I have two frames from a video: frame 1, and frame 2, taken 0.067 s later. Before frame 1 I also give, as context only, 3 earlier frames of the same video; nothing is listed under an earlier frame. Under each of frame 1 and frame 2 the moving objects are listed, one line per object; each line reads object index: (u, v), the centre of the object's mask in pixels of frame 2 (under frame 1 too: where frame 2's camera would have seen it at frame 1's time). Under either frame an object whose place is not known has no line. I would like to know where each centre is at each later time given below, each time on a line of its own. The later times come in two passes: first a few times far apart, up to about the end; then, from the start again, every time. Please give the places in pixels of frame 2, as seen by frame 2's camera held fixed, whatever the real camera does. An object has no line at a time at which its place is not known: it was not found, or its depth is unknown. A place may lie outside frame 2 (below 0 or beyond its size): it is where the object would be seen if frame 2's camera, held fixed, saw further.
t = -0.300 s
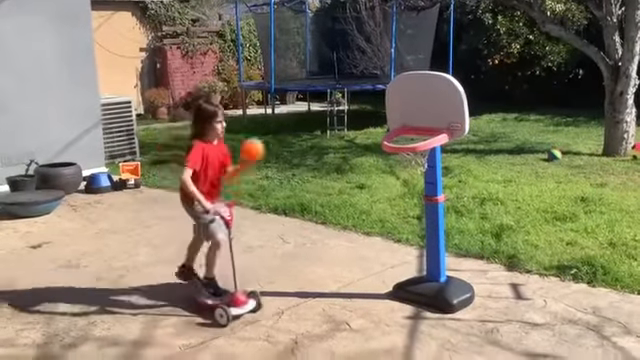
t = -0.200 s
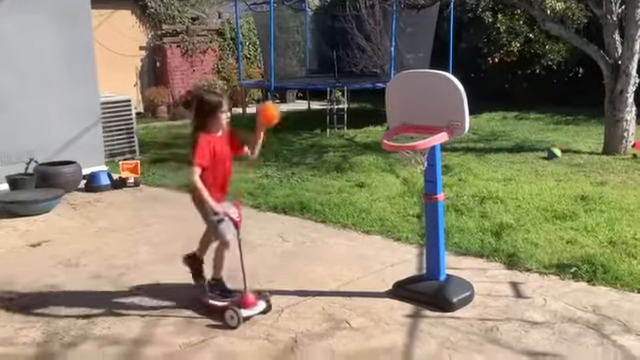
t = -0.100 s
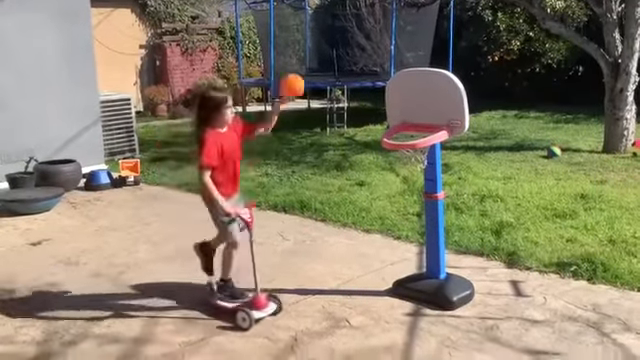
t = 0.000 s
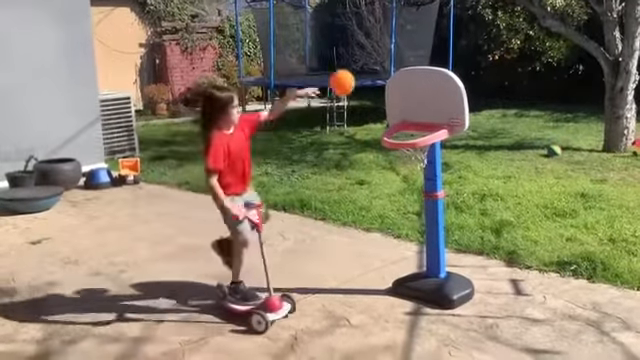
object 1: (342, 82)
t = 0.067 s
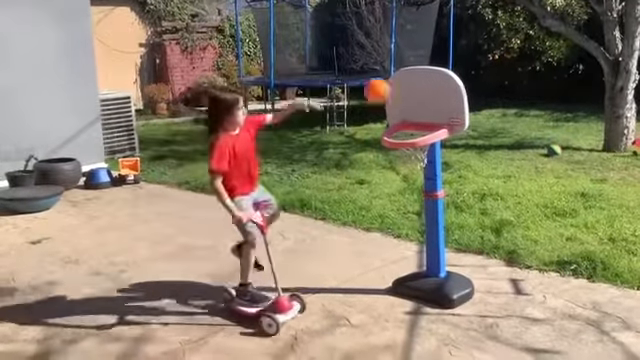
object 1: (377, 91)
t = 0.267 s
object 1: (413, 127)
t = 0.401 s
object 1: (424, 130)
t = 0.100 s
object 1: (396, 97)
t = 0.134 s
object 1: (403, 104)
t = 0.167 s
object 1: (405, 116)
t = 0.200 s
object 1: (402, 127)
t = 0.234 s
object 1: (405, 129)
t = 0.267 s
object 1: (413, 127)
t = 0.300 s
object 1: (416, 129)
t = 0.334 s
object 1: (423, 131)
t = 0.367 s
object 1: (424, 132)
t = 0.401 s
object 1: (424, 130)
